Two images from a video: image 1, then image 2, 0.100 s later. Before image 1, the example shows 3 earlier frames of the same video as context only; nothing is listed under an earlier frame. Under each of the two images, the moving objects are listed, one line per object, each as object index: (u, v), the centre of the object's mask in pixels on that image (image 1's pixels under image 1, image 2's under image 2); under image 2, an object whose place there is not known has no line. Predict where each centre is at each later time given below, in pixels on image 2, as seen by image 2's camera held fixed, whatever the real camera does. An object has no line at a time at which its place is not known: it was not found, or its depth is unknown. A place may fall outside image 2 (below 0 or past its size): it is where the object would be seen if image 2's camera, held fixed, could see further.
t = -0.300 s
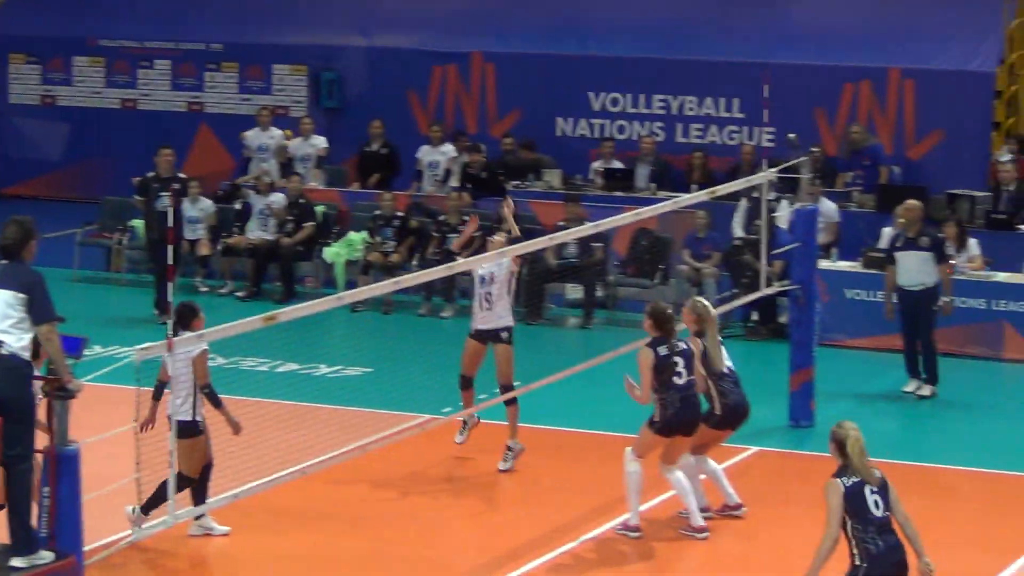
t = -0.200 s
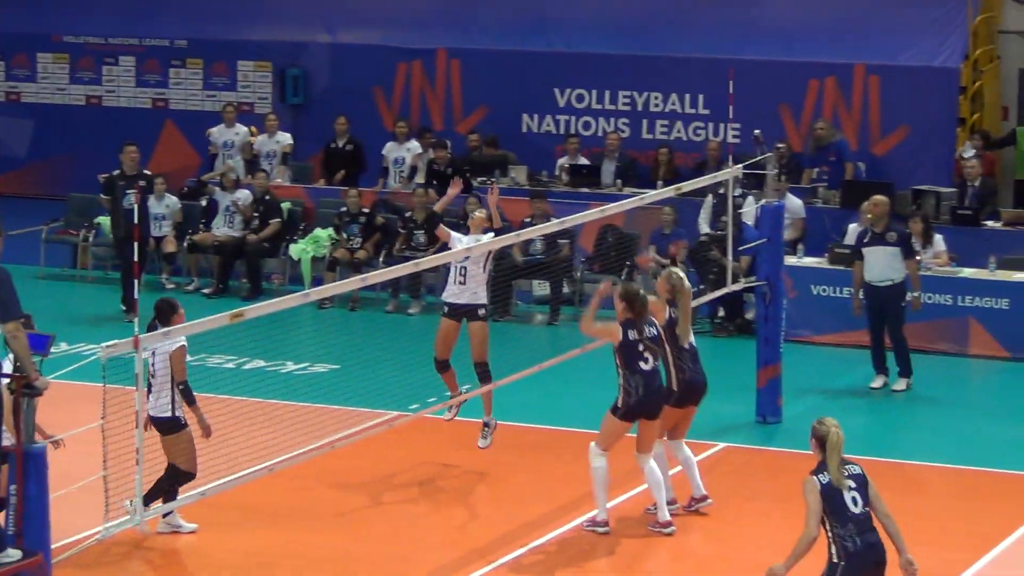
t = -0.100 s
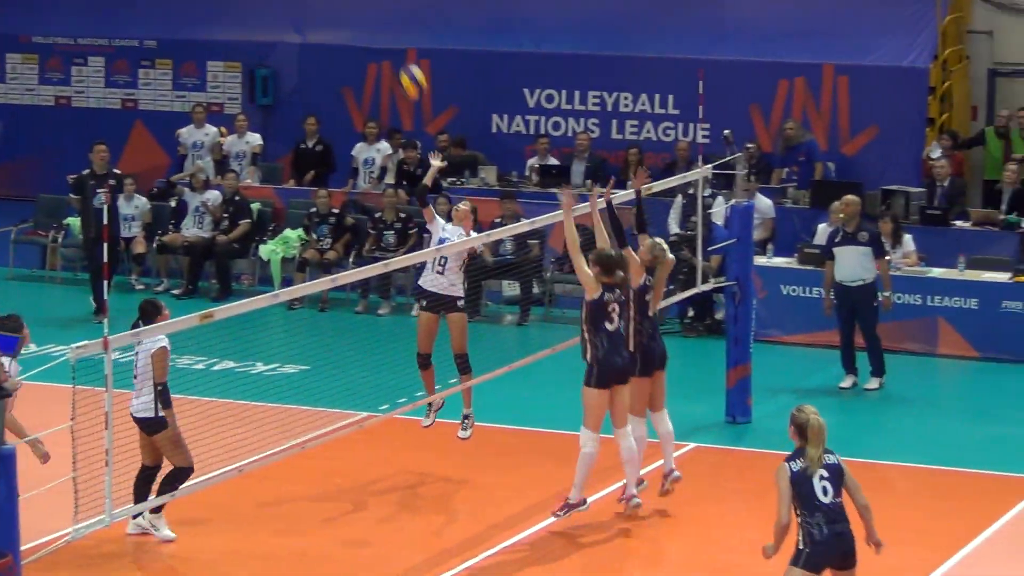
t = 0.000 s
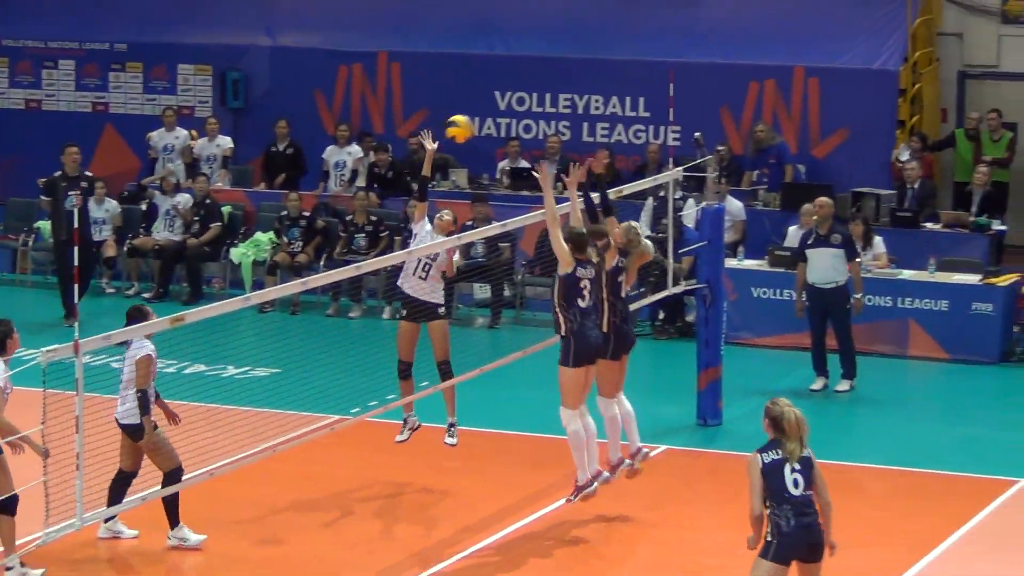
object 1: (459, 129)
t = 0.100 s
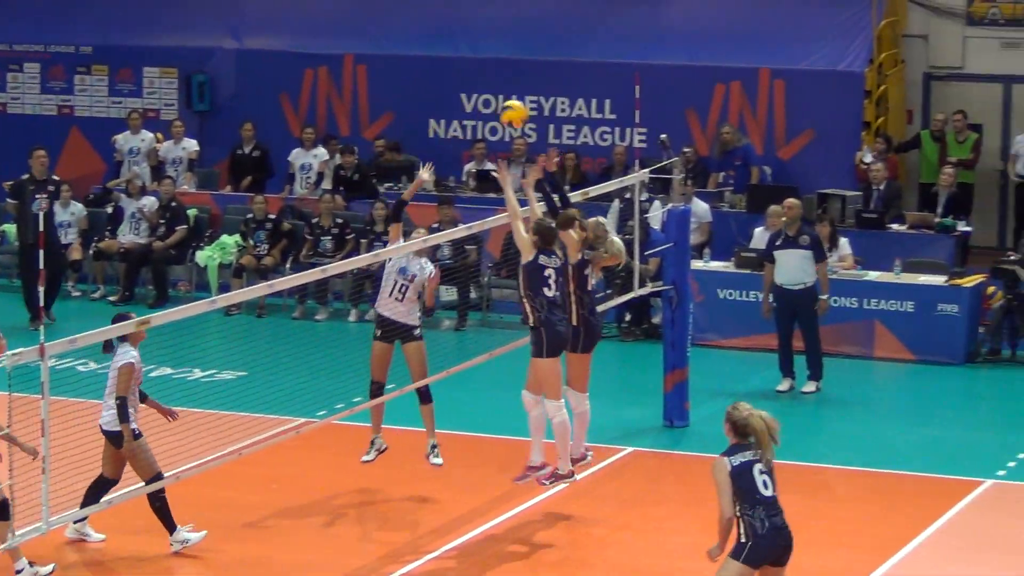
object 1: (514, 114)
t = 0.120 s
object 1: (531, 113)
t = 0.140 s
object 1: (550, 112)
